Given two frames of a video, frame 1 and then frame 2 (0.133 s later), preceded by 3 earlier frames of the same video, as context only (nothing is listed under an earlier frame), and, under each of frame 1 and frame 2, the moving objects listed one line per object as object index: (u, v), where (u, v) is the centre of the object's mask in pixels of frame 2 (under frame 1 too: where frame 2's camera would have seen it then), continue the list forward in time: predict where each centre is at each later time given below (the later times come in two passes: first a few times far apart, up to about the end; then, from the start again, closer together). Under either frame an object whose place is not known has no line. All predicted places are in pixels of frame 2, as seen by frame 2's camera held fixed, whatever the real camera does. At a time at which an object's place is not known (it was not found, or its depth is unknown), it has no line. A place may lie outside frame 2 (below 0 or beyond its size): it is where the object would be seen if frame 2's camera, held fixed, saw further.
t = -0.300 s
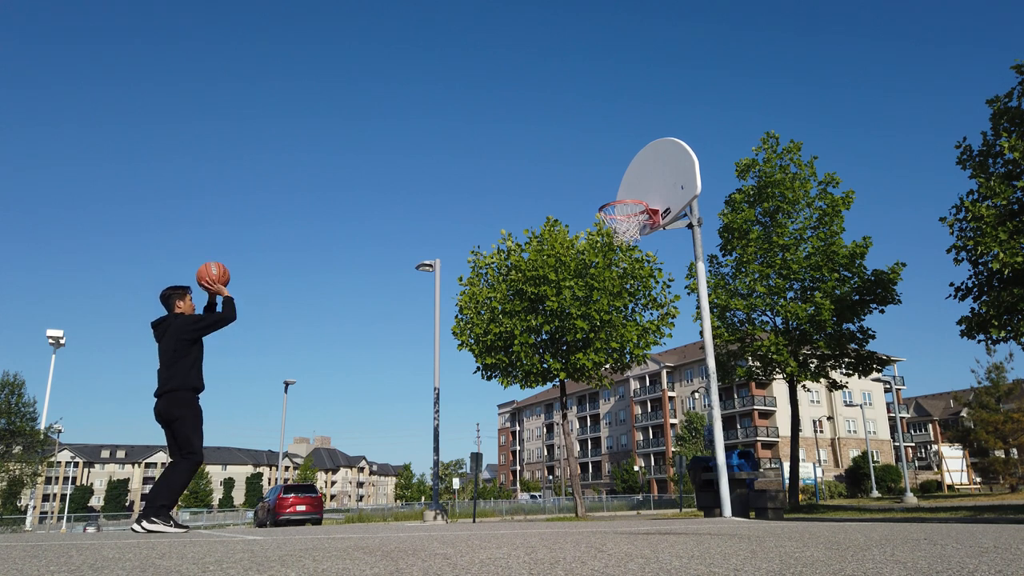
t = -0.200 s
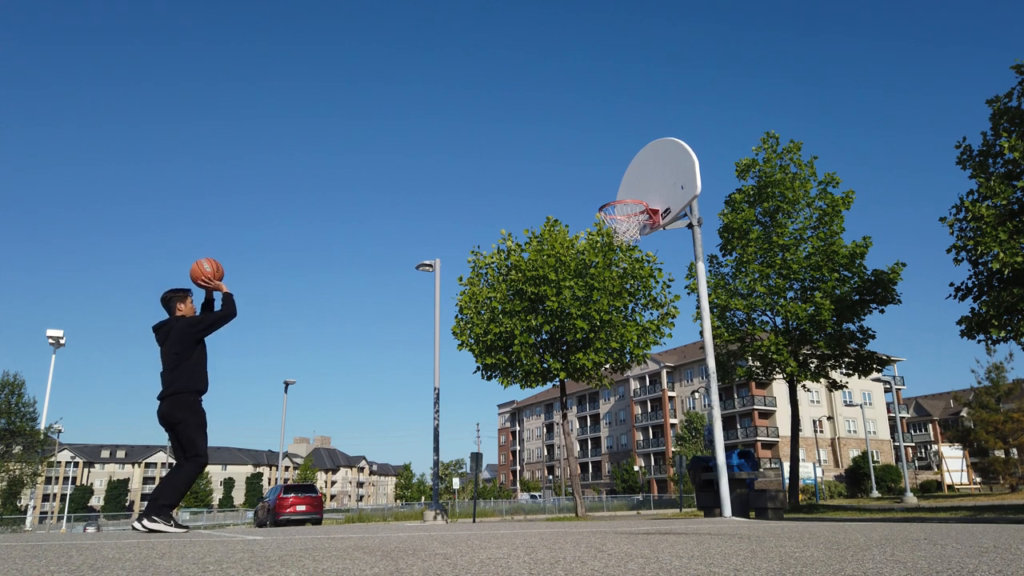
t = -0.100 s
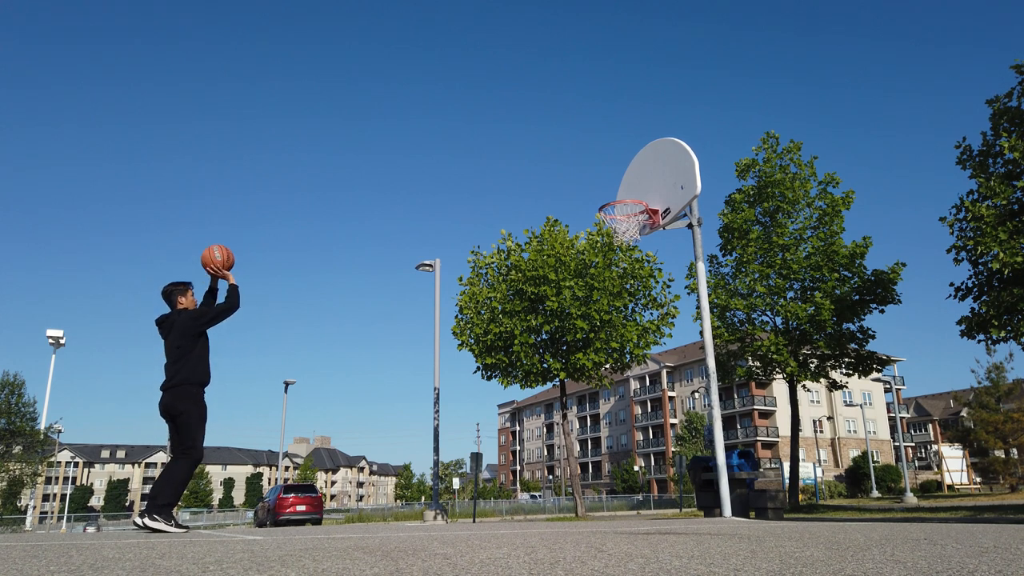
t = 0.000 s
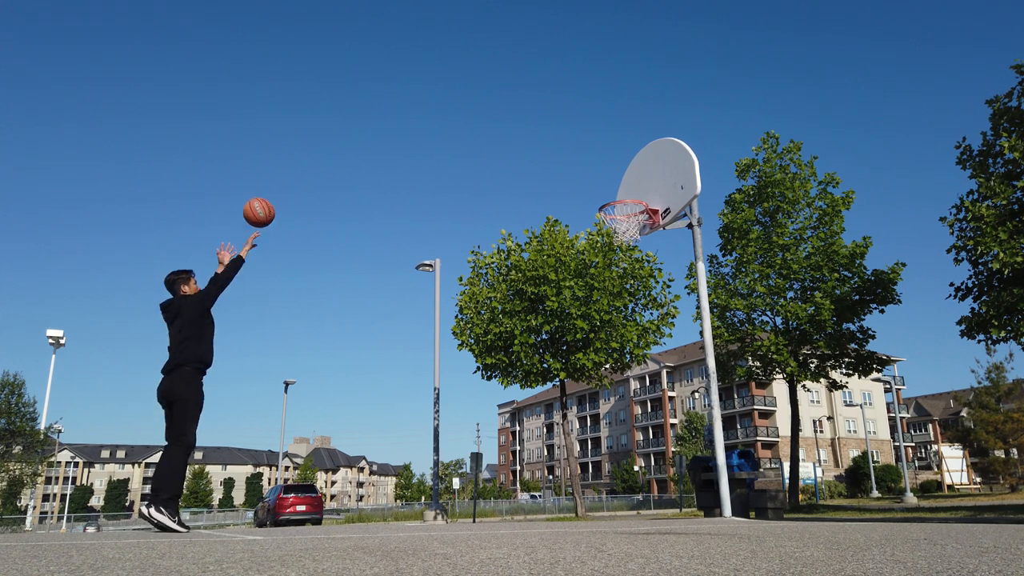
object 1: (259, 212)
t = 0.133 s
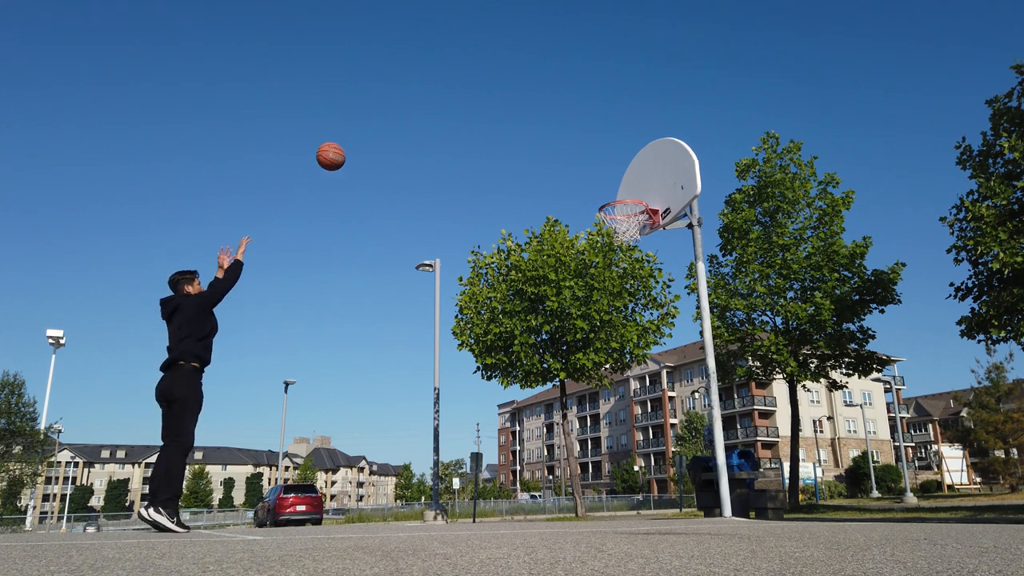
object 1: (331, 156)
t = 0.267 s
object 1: (394, 124)
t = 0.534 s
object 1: (504, 116)
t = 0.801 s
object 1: (602, 173)
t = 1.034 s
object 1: (608, 225)
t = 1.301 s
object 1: (634, 240)
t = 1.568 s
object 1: (660, 307)
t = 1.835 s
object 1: (693, 454)
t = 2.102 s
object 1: (701, 401)
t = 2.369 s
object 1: (705, 325)
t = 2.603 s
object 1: (713, 318)
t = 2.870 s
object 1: (730, 378)
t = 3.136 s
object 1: (753, 495)
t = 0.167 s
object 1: (347, 146)
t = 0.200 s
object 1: (363, 137)
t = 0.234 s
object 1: (379, 130)
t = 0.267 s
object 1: (394, 124)
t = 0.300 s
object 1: (409, 119)
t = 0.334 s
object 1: (423, 115)
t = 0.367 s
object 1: (437, 113)
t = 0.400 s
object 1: (451, 111)
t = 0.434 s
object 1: (465, 111)
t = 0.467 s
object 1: (478, 112)
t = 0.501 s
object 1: (491, 114)
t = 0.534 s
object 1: (504, 116)
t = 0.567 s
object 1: (517, 120)
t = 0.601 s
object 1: (530, 124)
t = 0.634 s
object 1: (542, 130)
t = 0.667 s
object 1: (554, 137)
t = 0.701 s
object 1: (566, 144)
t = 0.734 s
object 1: (579, 153)
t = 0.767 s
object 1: (590, 162)
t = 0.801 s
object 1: (602, 173)
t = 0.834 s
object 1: (615, 184)
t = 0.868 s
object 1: (626, 194)
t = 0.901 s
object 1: (635, 208)
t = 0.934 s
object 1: (625, 215)
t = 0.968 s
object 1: (614, 225)
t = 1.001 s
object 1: (608, 225)
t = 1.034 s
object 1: (608, 225)
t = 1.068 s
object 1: (609, 225)
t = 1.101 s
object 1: (611, 226)
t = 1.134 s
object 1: (614, 226)
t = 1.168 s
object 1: (618, 228)
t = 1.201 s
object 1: (622, 228)
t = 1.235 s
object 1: (626, 231)
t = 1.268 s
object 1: (629, 232)
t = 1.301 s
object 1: (634, 240)
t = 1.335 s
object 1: (636, 243)
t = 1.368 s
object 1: (639, 249)
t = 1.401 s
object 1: (642, 255)
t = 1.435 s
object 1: (646, 263)
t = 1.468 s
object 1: (649, 272)
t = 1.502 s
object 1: (652, 283)
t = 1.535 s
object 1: (656, 294)
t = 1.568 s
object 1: (660, 307)
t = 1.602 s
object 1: (663, 321)
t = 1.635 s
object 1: (667, 336)
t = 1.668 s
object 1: (671, 352)
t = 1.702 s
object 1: (675, 370)
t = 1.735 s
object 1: (679, 388)
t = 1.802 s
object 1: (688, 430)
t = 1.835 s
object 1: (693, 454)
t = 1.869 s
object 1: (698, 478)
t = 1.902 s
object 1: (702, 506)
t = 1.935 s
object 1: (703, 490)
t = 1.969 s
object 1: (702, 470)
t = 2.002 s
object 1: (702, 450)
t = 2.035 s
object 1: (702, 432)
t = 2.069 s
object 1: (702, 416)
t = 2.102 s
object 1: (701, 401)
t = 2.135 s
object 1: (702, 388)
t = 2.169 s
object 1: (702, 375)
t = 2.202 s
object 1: (703, 364)
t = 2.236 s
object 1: (703, 354)
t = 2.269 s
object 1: (703, 345)
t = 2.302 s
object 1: (704, 337)
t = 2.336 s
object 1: (705, 331)
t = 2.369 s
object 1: (705, 325)
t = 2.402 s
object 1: (706, 321)
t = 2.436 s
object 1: (707, 318)
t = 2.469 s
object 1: (709, 316)
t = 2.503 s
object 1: (710, 315)
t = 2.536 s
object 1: (711, 315)
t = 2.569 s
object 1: (712, 315)
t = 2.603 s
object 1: (713, 318)
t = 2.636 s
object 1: (715, 321)
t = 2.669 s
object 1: (717, 326)
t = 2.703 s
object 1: (719, 332)
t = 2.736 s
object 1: (721, 338)
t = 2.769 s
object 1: (723, 346)
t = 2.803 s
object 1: (725, 356)
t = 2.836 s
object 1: (728, 366)
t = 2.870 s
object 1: (730, 378)
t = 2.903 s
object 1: (733, 392)
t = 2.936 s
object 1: (735, 406)
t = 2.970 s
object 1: (738, 422)
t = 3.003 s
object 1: (741, 441)
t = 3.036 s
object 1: (744, 460)
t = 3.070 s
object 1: (748, 480)
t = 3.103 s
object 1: (752, 503)
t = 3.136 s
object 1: (753, 495)
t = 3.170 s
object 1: (754, 477)
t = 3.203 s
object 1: (754, 461)
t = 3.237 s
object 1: (755, 446)
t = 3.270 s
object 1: (755, 433)
